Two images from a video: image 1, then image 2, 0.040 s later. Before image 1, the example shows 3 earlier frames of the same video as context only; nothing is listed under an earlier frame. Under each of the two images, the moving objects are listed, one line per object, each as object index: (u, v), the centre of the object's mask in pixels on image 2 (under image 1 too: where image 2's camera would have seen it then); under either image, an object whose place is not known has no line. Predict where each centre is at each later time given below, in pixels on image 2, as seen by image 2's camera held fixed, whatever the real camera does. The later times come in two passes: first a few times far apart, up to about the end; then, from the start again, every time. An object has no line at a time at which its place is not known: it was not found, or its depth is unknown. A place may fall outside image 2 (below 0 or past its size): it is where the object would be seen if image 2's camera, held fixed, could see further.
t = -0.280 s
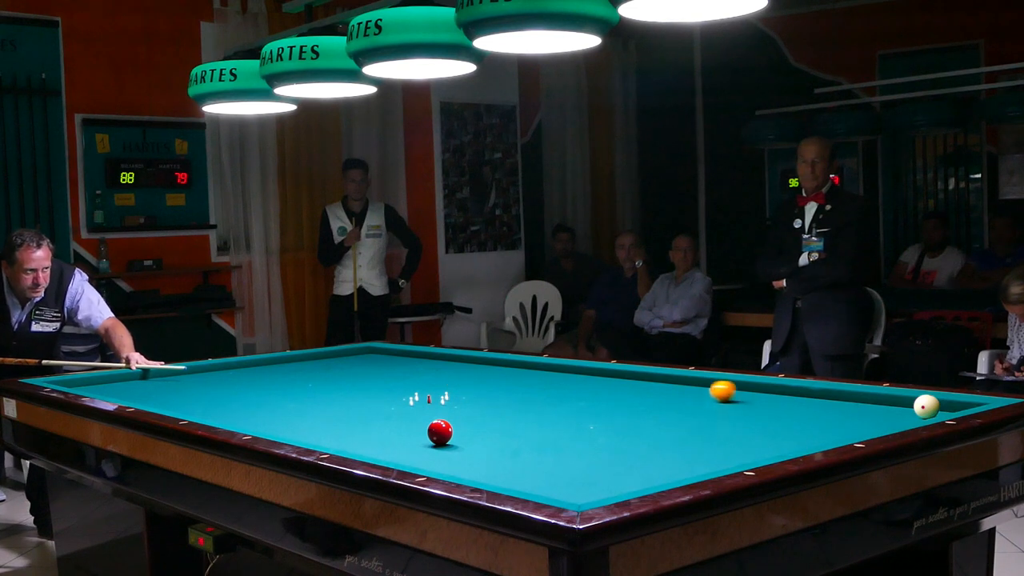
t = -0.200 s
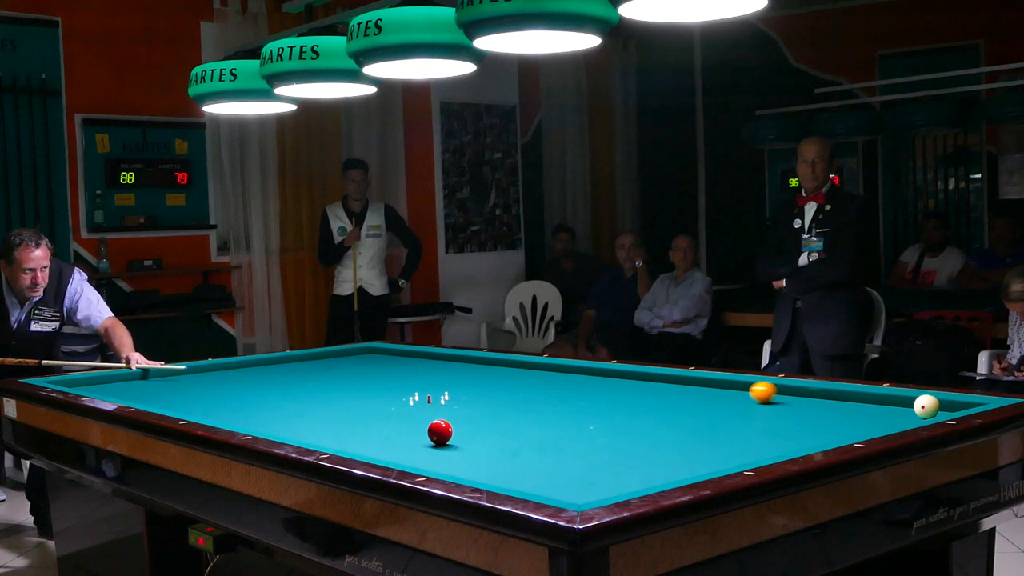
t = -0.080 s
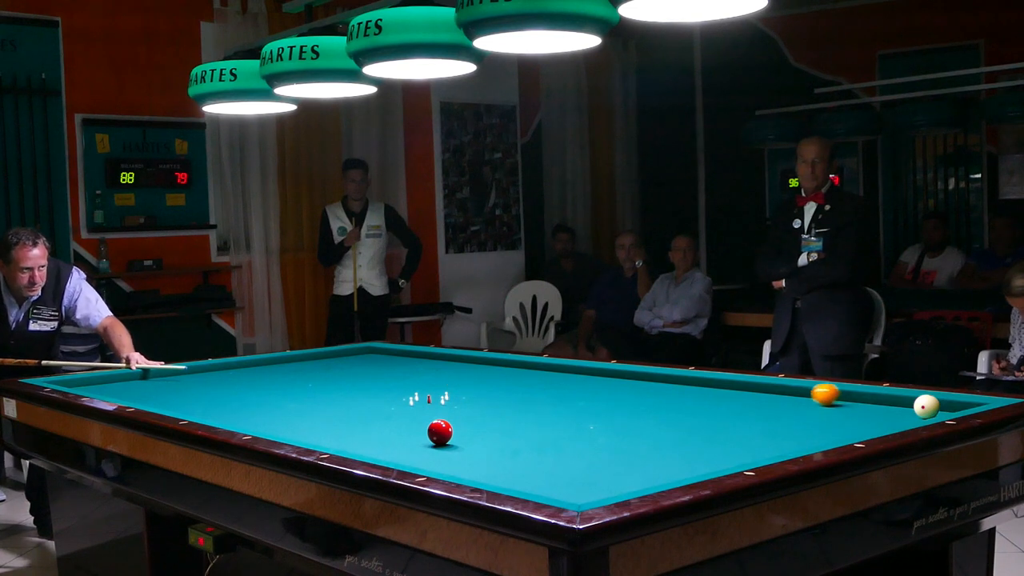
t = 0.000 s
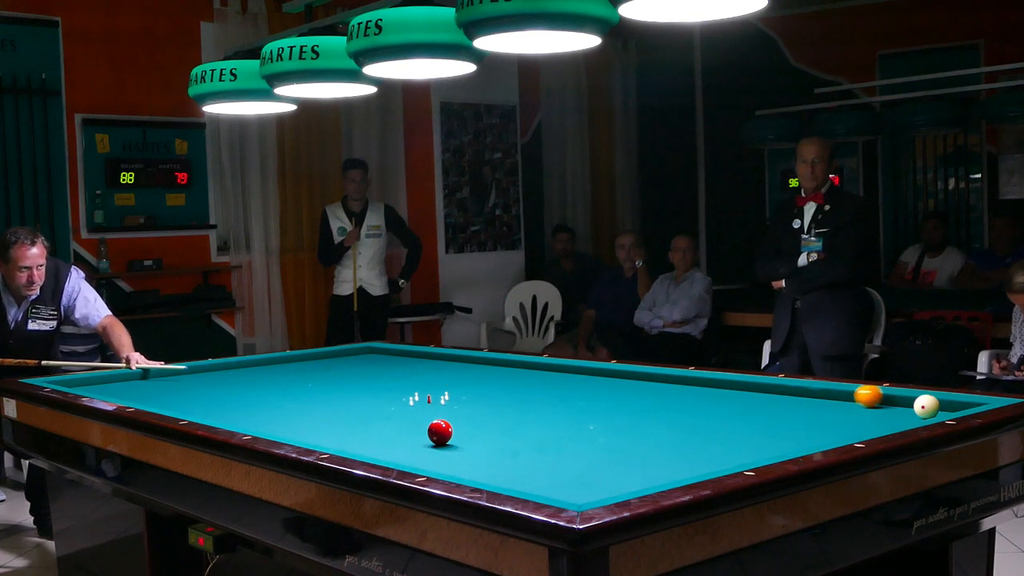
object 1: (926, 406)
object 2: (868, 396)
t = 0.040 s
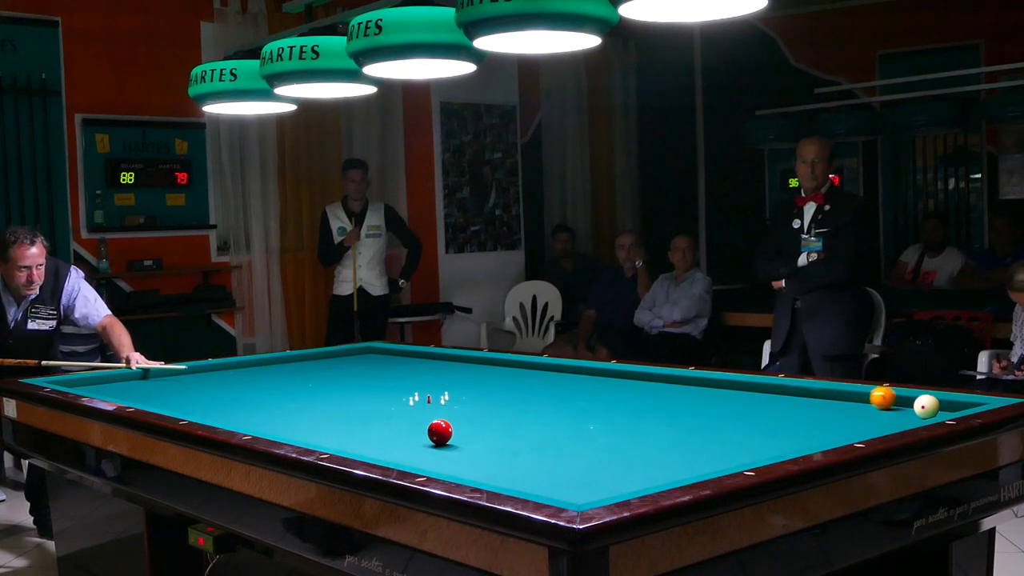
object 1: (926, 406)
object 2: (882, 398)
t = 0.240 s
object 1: (948, 408)
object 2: (925, 403)
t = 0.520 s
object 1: (890, 411)
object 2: (962, 402)
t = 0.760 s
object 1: (841, 409)
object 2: (967, 402)
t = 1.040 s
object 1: (788, 408)
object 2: (952, 403)
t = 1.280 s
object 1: (745, 406)
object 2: (941, 403)
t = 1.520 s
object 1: (704, 406)
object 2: (930, 402)
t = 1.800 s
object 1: (659, 404)
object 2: (919, 401)
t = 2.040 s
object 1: (623, 403)
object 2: (910, 400)
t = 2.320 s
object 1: (583, 402)
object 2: (900, 399)
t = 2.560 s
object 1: (551, 401)
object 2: (893, 398)
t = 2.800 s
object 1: (521, 400)
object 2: (886, 398)
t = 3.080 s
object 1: (487, 399)
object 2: (881, 397)
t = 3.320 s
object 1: (460, 398)
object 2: (876, 397)
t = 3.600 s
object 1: (430, 398)
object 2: (872, 397)
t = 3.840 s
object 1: (406, 397)
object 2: (869, 396)
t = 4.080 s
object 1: (382, 396)
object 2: (867, 396)
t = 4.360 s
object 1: (357, 395)
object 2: (866, 396)
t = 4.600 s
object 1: (336, 394)
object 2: (866, 396)
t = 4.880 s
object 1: (313, 394)
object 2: (866, 396)
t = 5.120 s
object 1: (295, 393)
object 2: (866, 396)
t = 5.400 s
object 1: (274, 392)
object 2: (866, 396)
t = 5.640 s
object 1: (258, 392)
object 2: (866, 396)
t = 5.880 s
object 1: (242, 391)
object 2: (866, 396)
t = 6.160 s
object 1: (225, 391)
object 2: (866, 396)
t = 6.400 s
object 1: (211, 390)
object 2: (866, 396)
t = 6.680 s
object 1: (196, 390)
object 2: (866, 396)
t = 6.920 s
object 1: (183, 390)
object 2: (866, 396)
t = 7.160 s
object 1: (172, 390)
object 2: (866, 396)
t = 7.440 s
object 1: (159, 390)
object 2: (866, 396)
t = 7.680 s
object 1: (149, 389)
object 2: (866, 396)
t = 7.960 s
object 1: (139, 389)
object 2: (866, 396)
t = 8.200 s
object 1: (130, 388)
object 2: (866, 396)
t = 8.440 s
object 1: (122, 388)
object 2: (866, 396)
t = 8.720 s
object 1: (113, 388)
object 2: (866, 396)
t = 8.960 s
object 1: (106, 387)
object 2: (866, 396)
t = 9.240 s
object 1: (98, 387)
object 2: (866, 396)
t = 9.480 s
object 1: (92, 386)
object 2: (866, 396)
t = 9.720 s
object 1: (86, 386)
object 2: (866, 396)
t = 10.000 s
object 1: (80, 385)
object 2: (866, 396)
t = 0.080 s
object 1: (926, 406)
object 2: (894, 400)
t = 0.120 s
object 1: (926, 406)
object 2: (905, 402)
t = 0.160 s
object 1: (931, 407)
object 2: (912, 402)
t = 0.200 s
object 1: (940, 407)
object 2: (919, 402)
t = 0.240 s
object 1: (948, 408)
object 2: (925, 403)
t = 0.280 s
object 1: (944, 409)
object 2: (929, 401)
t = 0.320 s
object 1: (934, 409)
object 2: (939, 398)
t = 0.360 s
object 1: (923, 410)
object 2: (945, 402)
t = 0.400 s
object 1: (916, 410)
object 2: (951, 403)
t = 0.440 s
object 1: (907, 411)
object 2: (954, 403)
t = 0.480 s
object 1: (899, 411)
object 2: (959, 403)
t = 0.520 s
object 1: (890, 411)
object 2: (962, 402)
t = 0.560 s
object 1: (882, 410)
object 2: (966, 402)
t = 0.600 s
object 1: (874, 410)
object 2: (970, 402)
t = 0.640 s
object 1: (866, 410)
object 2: (974, 402)
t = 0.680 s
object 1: (857, 410)
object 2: (971, 402)
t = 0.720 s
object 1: (849, 410)
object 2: (969, 402)
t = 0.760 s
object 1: (841, 409)
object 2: (967, 402)
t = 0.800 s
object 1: (834, 409)
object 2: (965, 403)
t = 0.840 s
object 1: (826, 409)
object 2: (963, 403)
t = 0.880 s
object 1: (818, 409)
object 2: (960, 403)
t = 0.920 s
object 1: (811, 409)
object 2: (958, 403)
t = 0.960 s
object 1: (803, 408)
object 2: (956, 403)
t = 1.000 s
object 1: (795, 408)
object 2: (954, 403)
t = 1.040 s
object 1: (788, 408)
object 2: (952, 403)
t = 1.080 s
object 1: (781, 408)
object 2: (950, 403)
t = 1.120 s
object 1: (773, 407)
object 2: (948, 403)
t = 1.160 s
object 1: (766, 407)
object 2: (946, 403)
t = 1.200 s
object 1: (759, 407)
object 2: (944, 403)
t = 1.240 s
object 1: (752, 407)
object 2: (942, 403)
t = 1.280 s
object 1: (745, 406)
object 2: (941, 403)
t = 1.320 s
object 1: (738, 406)
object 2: (939, 403)
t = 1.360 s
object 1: (731, 406)
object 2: (937, 403)
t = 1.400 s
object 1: (724, 406)
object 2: (936, 403)
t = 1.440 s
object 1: (717, 406)
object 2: (934, 403)
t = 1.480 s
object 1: (711, 406)
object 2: (932, 403)
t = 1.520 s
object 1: (704, 406)
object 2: (930, 402)
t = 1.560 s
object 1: (698, 405)
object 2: (928, 402)
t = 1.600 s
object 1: (691, 405)
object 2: (927, 402)
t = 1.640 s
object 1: (685, 405)
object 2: (925, 402)
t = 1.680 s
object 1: (678, 404)
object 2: (923, 402)
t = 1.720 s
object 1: (672, 404)
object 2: (922, 401)
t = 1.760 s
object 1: (665, 404)
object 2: (920, 401)
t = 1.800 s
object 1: (659, 404)
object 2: (919, 401)
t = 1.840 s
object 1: (653, 404)
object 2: (917, 401)
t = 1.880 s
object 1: (647, 403)
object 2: (915, 401)
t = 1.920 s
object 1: (641, 403)
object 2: (914, 401)
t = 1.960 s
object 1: (635, 403)
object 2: (912, 400)
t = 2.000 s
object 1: (629, 403)
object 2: (911, 400)
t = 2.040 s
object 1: (623, 403)
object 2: (910, 400)
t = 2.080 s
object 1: (617, 403)
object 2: (908, 400)
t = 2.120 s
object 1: (611, 402)
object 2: (907, 400)
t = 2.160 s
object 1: (606, 402)
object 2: (905, 400)
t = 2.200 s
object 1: (600, 402)
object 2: (904, 400)
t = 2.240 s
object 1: (594, 402)
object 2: (903, 400)
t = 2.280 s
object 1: (589, 402)
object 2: (901, 400)
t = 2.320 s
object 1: (583, 402)
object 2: (900, 399)
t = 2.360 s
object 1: (578, 401)
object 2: (899, 399)
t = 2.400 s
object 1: (572, 401)
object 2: (897, 399)
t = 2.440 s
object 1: (567, 401)
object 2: (896, 399)
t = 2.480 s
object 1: (562, 401)
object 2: (895, 399)
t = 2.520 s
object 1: (556, 401)
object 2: (894, 399)
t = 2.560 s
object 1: (551, 401)
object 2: (893, 398)
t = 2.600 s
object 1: (546, 401)
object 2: (891, 398)
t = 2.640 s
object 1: (541, 400)
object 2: (890, 398)
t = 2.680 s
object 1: (535, 401)
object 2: (889, 398)
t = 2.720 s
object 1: (530, 400)
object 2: (888, 398)
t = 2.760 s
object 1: (526, 400)
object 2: (887, 398)
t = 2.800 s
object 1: (521, 400)
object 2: (886, 398)
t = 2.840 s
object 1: (516, 400)
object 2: (885, 398)
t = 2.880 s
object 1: (510, 400)
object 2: (885, 398)
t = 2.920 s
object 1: (506, 400)
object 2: (884, 398)
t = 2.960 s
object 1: (501, 399)
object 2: (883, 398)
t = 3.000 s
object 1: (496, 399)
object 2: (882, 397)
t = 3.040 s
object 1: (492, 399)
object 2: (882, 397)
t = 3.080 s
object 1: (487, 399)
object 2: (881, 397)
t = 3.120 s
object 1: (482, 399)
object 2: (880, 397)
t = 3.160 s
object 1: (478, 399)
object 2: (880, 397)
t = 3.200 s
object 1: (473, 399)
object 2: (879, 397)
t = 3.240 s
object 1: (468, 399)
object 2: (878, 397)
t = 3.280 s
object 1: (464, 398)
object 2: (877, 397)
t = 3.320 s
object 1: (460, 398)
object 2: (876, 397)
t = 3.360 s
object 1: (455, 398)
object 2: (876, 397)
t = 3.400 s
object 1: (451, 398)
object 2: (875, 397)
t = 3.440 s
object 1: (447, 398)
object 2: (874, 397)
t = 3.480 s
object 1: (442, 398)
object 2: (874, 397)
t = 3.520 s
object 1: (438, 398)
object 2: (873, 397)
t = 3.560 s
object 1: (434, 398)
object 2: (872, 397)
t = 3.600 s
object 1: (430, 398)
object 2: (872, 397)
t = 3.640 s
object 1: (425, 398)
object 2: (871, 397)
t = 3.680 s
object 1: (421, 398)
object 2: (871, 397)
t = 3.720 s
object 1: (417, 397)
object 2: (870, 396)
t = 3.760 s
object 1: (413, 397)
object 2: (870, 396)
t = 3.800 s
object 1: (409, 397)
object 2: (869, 396)
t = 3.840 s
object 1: (406, 397)
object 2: (869, 396)
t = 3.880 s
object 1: (401, 396)
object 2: (868, 396)
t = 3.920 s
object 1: (398, 396)
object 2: (869, 396)
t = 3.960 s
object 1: (394, 396)
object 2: (868, 396)
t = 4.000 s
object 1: (390, 396)
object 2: (867, 396)
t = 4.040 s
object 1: (386, 396)
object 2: (867, 396)
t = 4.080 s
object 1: (382, 396)
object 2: (867, 396)
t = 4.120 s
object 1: (378, 395)
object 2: (867, 396)
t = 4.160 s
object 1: (375, 395)
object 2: (867, 396)
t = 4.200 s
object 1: (371, 395)
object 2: (866, 396)
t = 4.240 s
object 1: (367, 395)
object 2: (866, 396)
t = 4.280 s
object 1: (364, 395)
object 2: (867, 396)
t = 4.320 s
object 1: (360, 395)
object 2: (866, 396)
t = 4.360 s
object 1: (357, 395)
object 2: (866, 396)
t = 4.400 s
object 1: (353, 395)
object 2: (866, 396)
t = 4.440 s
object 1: (349, 395)
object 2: (866, 396)
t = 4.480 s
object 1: (346, 394)
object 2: (866, 396)
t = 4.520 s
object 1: (343, 394)
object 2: (866, 396)
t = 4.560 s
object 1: (339, 394)
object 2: (866, 396)
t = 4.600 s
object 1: (336, 394)
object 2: (866, 396)
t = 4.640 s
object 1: (333, 394)
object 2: (866, 396)
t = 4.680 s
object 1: (329, 394)
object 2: (866, 396)
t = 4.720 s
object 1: (326, 394)
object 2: (866, 396)
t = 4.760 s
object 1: (323, 394)
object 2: (866, 396)
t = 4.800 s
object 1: (320, 394)
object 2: (866, 396)
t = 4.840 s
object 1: (316, 394)
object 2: (866, 396)
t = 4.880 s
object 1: (313, 394)
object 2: (866, 396)
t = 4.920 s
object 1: (310, 394)
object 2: (866, 396)
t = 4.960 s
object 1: (307, 394)
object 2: (866, 396)
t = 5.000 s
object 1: (304, 393)
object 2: (866, 396)
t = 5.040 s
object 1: (301, 393)
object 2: (866, 396)
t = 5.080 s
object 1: (297, 393)
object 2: (866, 396)
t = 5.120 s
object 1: (295, 393)
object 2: (866, 396)
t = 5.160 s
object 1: (292, 393)
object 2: (866, 396)
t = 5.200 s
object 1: (289, 393)
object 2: (866, 396)
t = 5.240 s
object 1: (286, 393)
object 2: (866, 396)
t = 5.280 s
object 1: (283, 393)
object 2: (866, 396)
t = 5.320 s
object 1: (280, 393)
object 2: (866, 396)
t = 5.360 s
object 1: (277, 393)
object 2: (866, 396)
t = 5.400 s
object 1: (274, 392)
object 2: (866, 396)
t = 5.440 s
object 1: (272, 392)
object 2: (866, 396)
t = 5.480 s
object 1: (269, 392)
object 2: (866, 396)
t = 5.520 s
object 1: (266, 392)
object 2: (866, 396)
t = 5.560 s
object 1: (263, 392)
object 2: (866, 396)
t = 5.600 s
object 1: (260, 392)
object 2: (866, 396)
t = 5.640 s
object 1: (258, 392)
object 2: (866, 396)
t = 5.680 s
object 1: (255, 392)
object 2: (866, 396)
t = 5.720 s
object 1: (253, 392)
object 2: (866, 396)
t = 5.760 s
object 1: (250, 391)
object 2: (866, 396)
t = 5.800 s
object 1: (247, 391)
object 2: (866, 396)
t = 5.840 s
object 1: (245, 391)
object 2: (866, 396)
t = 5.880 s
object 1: (242, 391)
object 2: (866, 396)
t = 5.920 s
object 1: (240, 391)
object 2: (866, 396)
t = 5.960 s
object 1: (237, 391)
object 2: (866, 396)
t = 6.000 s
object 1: (235, 391)
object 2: (866, 396)
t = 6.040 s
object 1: (233, 391)
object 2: (866, 396)
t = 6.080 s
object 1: (230, 391)
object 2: (866, 396)
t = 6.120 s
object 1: (227, 391)
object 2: (866, 396)
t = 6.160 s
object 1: (225, 391)
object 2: (866, 396)
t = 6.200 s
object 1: (223, 391)
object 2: (866, 396)
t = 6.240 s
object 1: (220, 390)
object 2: (866, 396)
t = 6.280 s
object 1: (218, 391)
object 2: (866, 396)
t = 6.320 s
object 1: (216, 391)
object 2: (866, 396)
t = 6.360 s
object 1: (213, 390)
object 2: (866, 396)
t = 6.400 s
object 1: (211, 390)
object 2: (866, 396)
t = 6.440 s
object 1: (209, 390)
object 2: (866, 396)
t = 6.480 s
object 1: (206, 391)
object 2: (866, 396)
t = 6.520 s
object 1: (204, 390)
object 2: (866, 396)
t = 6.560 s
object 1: (202, 391)
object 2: (866, 396)
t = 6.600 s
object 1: (200, 390)
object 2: (866, 396)
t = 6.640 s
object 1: (198, 390)
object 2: (866, 396)
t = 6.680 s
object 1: (196, 390)
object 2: (866, 396)
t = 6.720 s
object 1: (194, 390)
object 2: (866, 396)
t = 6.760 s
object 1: (192, 390)
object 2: (866, 396)
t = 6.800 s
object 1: (190, 390)
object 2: (866, 396)
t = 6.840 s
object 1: (187, 390)
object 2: (866, 396)
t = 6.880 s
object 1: (185, 390)
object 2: (866, 396)
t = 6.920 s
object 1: (183, 390)
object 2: (866, 396)
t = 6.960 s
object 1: (181, 390)
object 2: (866, 396)
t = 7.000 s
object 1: (179, 390)
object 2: (866, 396)
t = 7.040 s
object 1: (177, 390)
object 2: (866, 396)
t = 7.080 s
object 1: (175, 390)
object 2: (866, 396)
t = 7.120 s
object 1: (174, 390)
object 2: (866, 396)
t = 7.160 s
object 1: (172, 390)
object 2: (866, 396)
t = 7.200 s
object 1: (170, 389)
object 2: (866, 396)
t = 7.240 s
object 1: (168, 389)
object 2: (866, 396)
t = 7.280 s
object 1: (166, 389)
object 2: (866, 396)
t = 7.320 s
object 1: (165, 389)
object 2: (866, 396)
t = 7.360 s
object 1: (163, 389)
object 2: (866, 396)
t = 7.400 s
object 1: (161, 389)
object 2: (866, 396)
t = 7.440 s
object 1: (159, 390)
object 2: (866, 396)
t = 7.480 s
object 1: (158, 389)
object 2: (866, 396)
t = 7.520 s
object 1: (156, 389)
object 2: (866, 396)
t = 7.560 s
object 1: (154, 389)
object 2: (866, 396)
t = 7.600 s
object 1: (153, 389)
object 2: (866, 396)
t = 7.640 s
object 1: (151, 389)
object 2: (866, 396)
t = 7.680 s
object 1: (149, 389)
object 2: (866, 396)
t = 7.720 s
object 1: (148, 389)
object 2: (866, 396)
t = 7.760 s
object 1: (146, 389)
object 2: (866, 396)
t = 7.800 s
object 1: (145, 389)
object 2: (866, 396)
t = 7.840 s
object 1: (143, 389)
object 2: (866, 396)
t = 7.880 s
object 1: (141, 389)
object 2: (866, 396)
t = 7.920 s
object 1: (140, 389)
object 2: (866, 396)
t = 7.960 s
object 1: (139, 389)
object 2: (866, 396)
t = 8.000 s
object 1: (137, 388)
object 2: (866, 396)
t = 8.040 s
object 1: (136, 388)
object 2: (866, 396)
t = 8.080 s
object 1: (134, 389)
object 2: (866, 396)
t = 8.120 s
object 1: (133, 388)
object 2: (866, 396)
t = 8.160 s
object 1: (132, 388)
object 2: (866, 396)
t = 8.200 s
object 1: (130, 388)
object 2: (866, 396)
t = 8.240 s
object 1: (129, 388)
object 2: (866, 396)
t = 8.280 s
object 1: (127, 389)
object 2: (866, 396)
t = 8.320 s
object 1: (126, 388)
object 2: (866, 396)
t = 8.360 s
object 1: (124, 388)
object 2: (866, 396)
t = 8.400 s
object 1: (123, 388)
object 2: (866, 396)
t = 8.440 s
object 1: (122, 388)
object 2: (866, 396)
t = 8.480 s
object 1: (120, 388)
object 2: (866, 396)
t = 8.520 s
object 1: (119, 388)
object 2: (866, 396)
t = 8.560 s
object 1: (118, 388)
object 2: (866, 396)
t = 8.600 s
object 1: (116, 388)
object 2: (866, 396)
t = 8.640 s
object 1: (115, 388)
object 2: (866, 396)
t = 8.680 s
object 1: (114, 388)
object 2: (866, 396)
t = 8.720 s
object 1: (113, 388)
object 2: (866, 396)
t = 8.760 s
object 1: (111, 388)
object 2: (866, 396)
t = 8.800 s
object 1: (110, 388)
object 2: (866, 396)
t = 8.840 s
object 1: (109, 388)
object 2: (866, 396)
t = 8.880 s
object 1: (108, 387)
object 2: (866, 396)
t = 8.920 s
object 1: (107, 387)
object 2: (866, 396)
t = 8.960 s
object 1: (106, 387)
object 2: (866, 396)
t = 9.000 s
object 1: (105, 387)
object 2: (866, 396)
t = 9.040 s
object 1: (103, 387)
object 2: (866, 396)
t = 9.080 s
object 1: (102, 387)
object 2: (866, 396)
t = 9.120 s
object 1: (101, 387)
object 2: (866, 396)
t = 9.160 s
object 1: (100, 387)
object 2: (866, 396)
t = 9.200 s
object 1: (99, 387)
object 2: (866, 396)
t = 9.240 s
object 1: (98, 387)
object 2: (866, 396)
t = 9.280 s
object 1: (97, 387)
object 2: (866, 396)
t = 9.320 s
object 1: (96, 387)
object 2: (866, 396)
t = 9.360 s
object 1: (95, 387)
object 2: (866, 396)
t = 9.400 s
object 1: (94, 387)
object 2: (866, 396)
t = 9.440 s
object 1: (93, 386)
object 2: (866, 396)
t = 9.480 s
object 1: (92, 386)
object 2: (866, 396)
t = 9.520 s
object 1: (91, 386)
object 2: (866, 396)
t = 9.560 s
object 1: (90, 386)
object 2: (866, 396)
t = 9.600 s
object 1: (89, 386)
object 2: (866, 396)
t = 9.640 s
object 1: (88, 386)
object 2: (866, 396)
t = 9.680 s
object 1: (87, 386)
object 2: (866, 396)
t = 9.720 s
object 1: (86, 386)
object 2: (866, 396)
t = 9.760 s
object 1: (85, 386)
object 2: (866, 396)
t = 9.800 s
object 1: (85, 386)
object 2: (866, 396)
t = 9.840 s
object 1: (84, 386)
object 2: (866, 396)
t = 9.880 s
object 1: (83, 386)
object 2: (866, 396)
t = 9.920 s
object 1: (82, 385)
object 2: (866, 396)
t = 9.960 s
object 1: (81, 385)
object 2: (866, 396)
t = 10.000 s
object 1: (80, 385)
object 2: (866, 396)
